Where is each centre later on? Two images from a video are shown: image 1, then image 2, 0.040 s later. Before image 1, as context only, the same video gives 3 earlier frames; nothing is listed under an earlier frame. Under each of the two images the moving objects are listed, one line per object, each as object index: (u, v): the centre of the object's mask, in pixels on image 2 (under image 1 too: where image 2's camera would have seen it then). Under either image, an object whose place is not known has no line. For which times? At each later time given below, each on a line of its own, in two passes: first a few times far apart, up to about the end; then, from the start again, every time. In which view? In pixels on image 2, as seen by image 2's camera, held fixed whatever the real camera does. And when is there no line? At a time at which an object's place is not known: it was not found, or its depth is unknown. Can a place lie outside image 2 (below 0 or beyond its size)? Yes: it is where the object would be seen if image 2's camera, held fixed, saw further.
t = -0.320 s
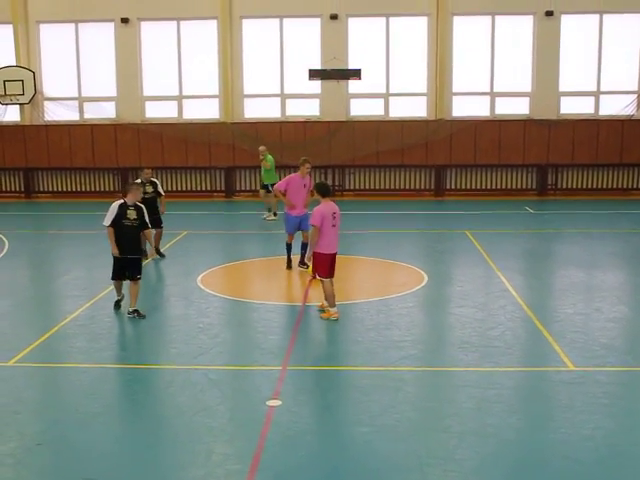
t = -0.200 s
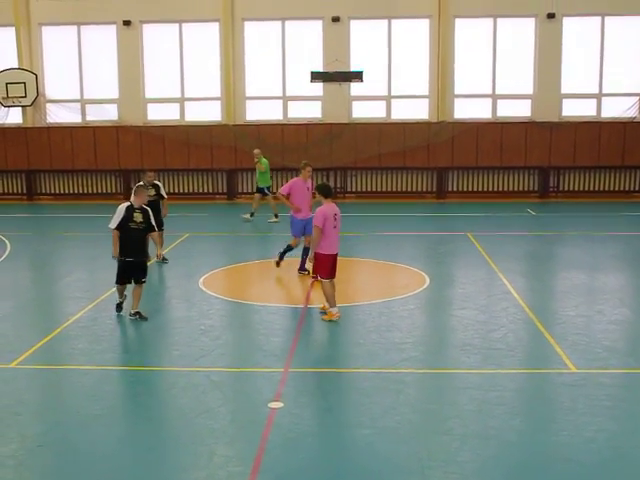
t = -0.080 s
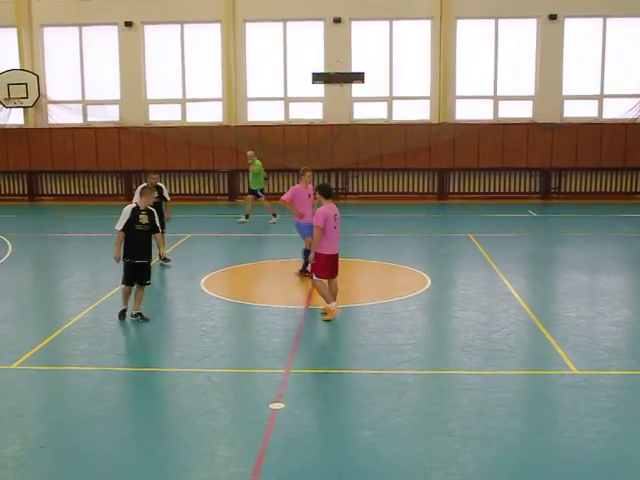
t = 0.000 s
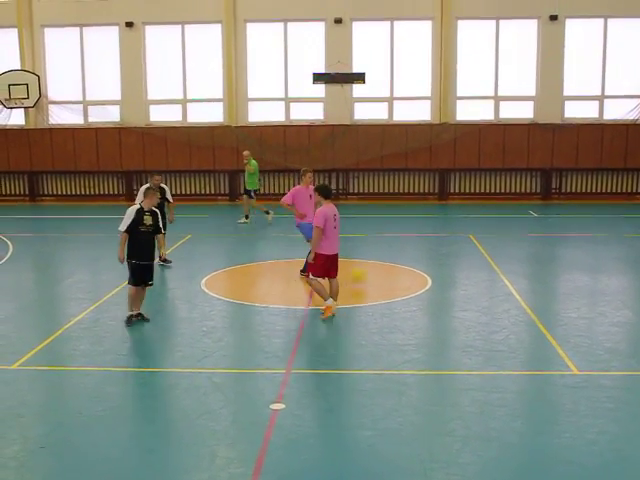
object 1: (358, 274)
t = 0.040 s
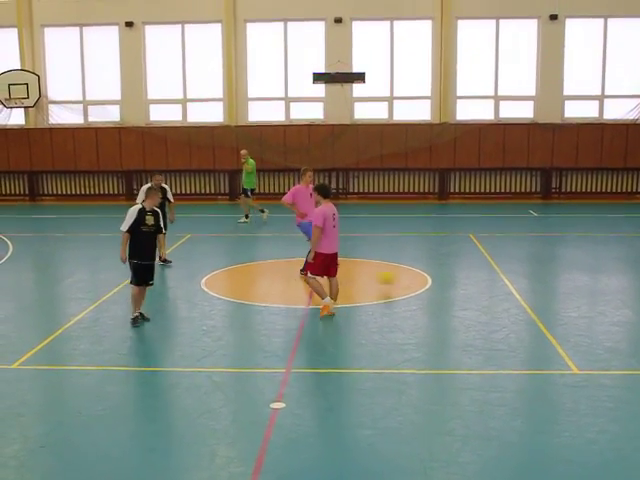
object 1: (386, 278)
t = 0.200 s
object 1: (506, 294)
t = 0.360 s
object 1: (625, 307)
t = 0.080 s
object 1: (417, 281)
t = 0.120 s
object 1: (446, 285)
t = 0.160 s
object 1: (478, 291)
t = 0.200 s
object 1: (506, 294)
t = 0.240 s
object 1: (535, 295)
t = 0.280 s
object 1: (564, 297)
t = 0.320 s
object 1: (595, 301)
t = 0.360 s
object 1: (625, 307)
